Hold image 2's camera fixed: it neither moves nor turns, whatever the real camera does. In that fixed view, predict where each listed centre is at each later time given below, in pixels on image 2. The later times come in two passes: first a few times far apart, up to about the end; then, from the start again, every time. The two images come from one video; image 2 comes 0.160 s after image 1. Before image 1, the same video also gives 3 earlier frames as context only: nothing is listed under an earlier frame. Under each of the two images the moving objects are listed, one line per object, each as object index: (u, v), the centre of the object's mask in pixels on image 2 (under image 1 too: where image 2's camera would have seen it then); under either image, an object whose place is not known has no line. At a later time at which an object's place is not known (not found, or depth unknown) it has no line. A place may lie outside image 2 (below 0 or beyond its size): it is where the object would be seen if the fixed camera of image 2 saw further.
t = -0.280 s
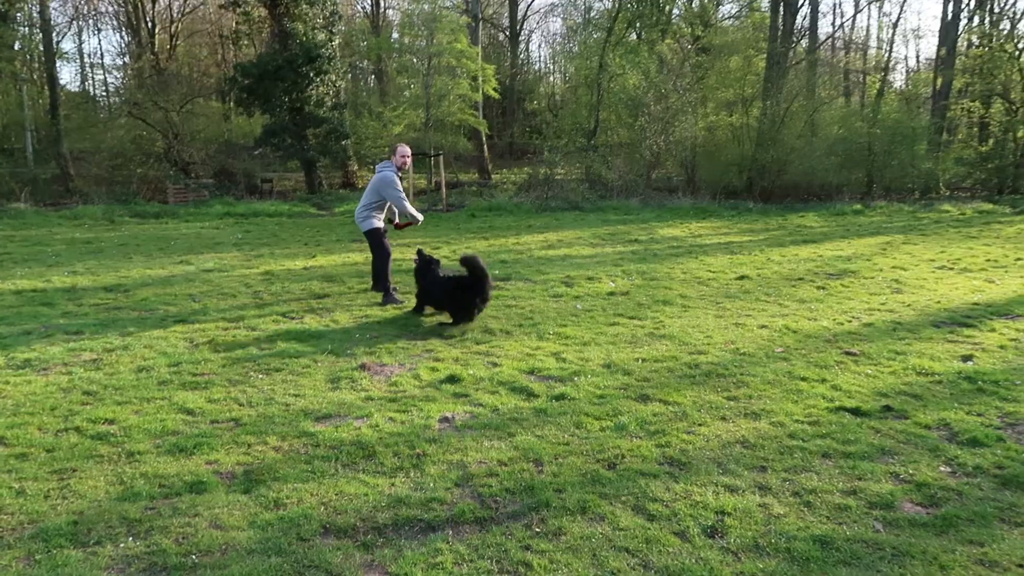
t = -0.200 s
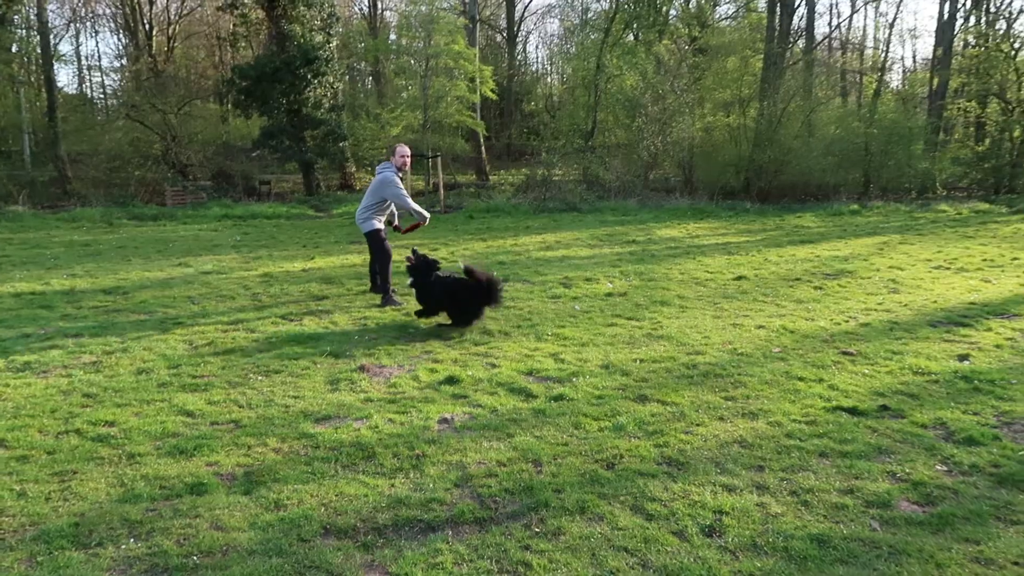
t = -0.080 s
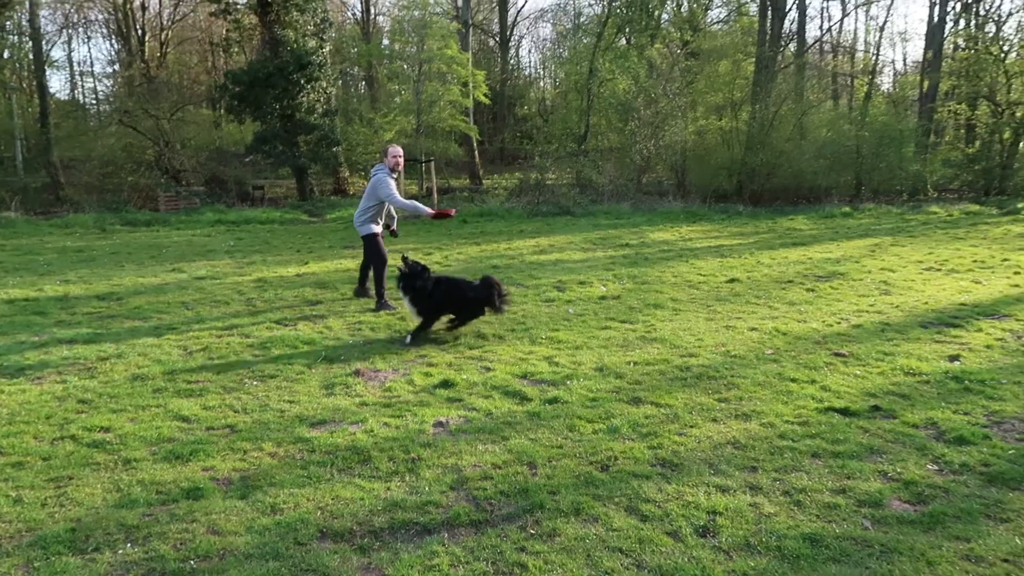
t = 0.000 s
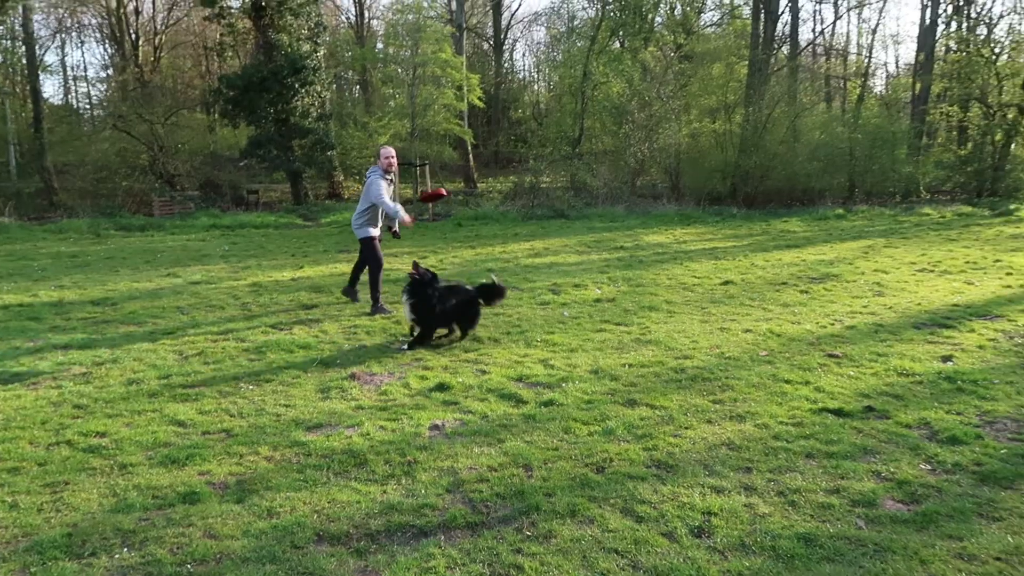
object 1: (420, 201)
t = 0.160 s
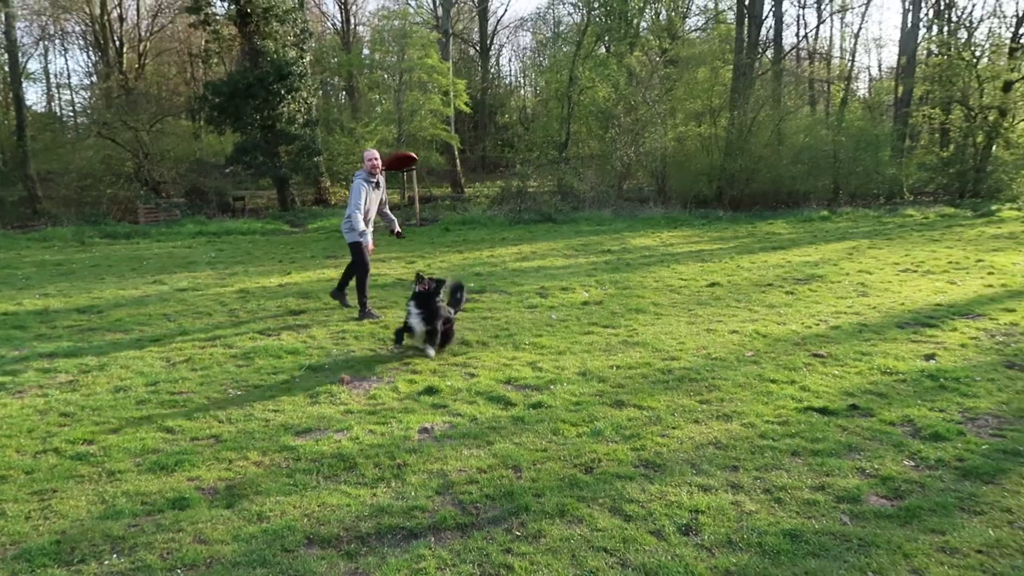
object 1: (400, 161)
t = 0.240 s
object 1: (386, 143)
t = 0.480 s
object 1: (319, 93)
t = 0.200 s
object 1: (394, 152)
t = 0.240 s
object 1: (386, 143)
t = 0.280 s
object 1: (378, 134)
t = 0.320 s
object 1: (369, 126)
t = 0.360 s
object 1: (357, 117)
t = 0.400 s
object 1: (345, 108)
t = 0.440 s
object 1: (333, 100)
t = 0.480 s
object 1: (319, 93)
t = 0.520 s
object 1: (305, 86)
